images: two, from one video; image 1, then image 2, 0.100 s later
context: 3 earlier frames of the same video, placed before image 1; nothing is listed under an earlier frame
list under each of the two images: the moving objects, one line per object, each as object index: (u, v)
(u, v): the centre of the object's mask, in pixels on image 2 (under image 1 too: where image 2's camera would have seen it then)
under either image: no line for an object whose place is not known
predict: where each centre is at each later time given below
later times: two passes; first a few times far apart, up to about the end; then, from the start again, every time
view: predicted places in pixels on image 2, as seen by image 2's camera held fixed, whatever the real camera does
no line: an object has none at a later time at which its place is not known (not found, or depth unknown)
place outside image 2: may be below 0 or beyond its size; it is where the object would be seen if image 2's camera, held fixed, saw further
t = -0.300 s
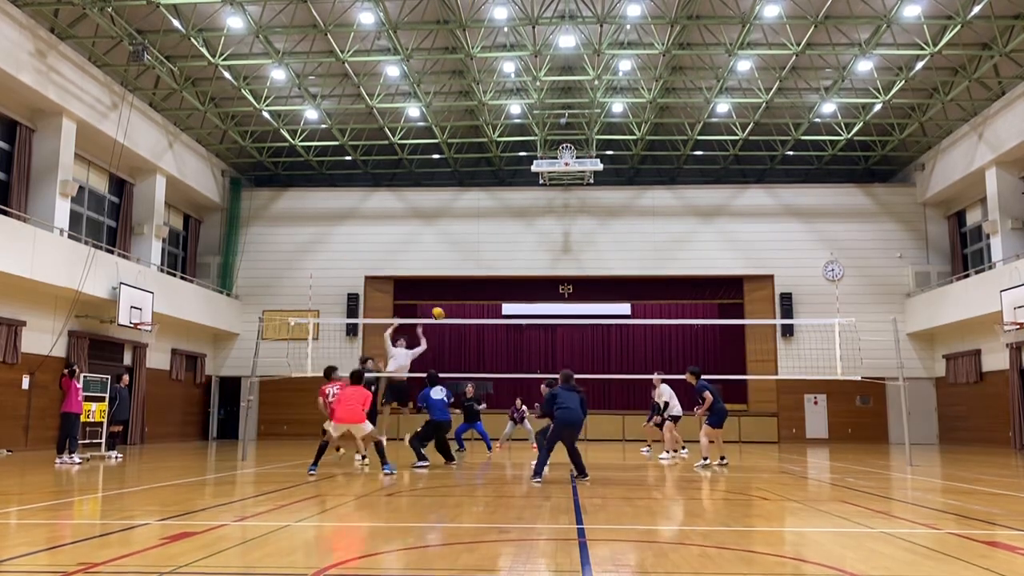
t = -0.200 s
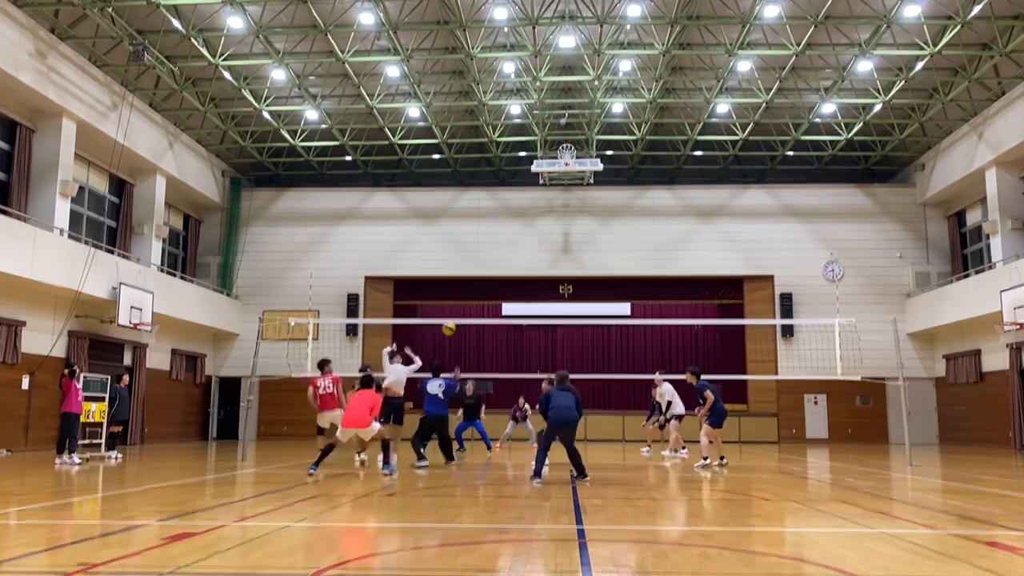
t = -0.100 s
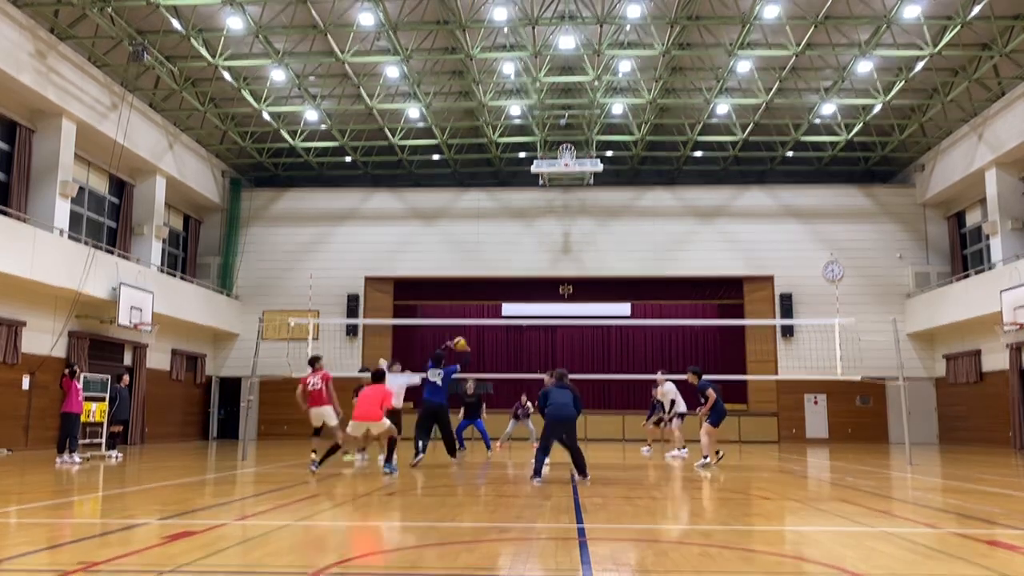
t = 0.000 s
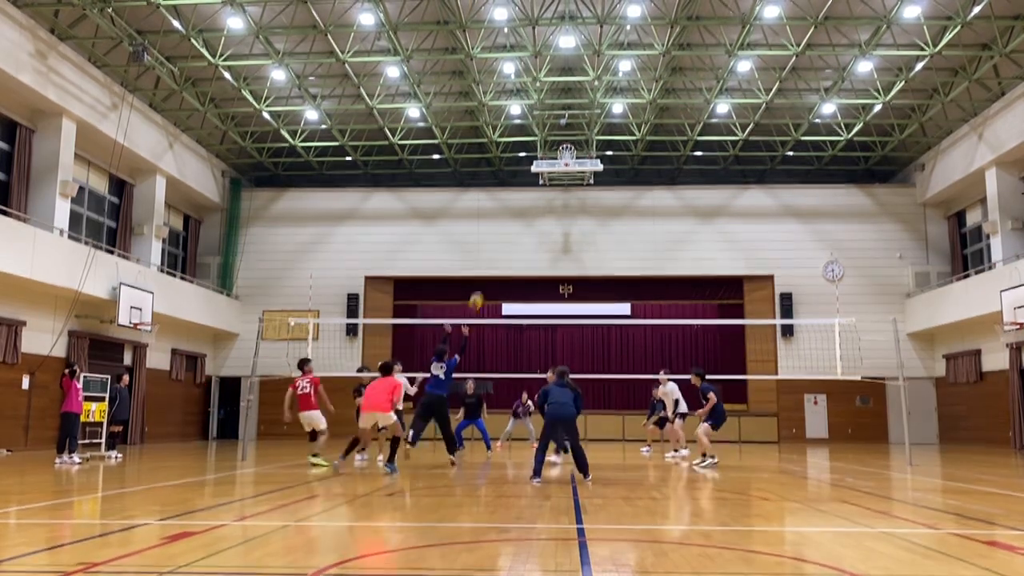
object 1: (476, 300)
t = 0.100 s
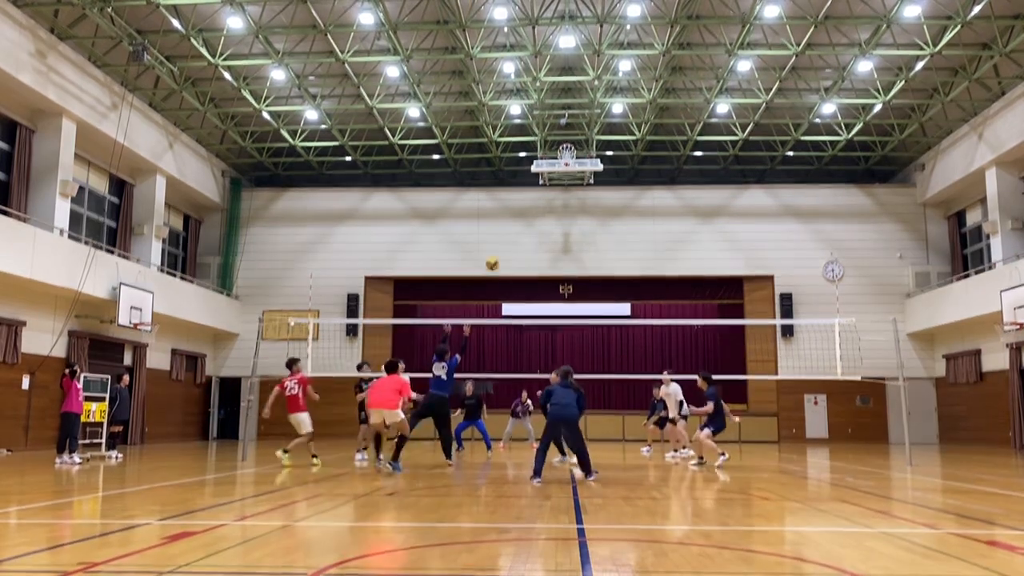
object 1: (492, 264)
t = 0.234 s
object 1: (512, 224)
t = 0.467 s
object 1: (549, 182)
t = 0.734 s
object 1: (587, 178)
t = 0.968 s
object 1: (619, 204)
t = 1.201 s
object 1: (652, 262)
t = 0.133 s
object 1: (497, 253)
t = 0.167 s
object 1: (502, 243)
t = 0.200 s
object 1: (507, 235)
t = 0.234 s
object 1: (512, 224)
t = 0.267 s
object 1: (518, 217)
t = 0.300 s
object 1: (523, 210)
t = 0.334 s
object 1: (527, 204)
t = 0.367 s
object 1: (532, 198)
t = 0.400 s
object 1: (537, 192)
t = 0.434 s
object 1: (543, 187)
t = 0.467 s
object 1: (549, 182)
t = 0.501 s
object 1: (552, 180)
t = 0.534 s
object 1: (556, 178)
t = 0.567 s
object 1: (563, 177)
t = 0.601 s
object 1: (568, 175)
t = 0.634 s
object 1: (571, 175)
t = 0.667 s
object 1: (576, 175)
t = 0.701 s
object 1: (582, 176)
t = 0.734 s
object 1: (587, 178)
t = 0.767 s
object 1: (592, 179)
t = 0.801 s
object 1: (596, 180)
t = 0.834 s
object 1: (601, 184)
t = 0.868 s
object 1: (605, 187)
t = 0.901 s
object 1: (610, 192)
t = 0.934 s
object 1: (615, 198)
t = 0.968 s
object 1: (619, 204)
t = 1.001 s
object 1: (624, 209)
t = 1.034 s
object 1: (628, 216)
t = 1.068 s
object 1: (633, 224)
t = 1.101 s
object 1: (638, 233)
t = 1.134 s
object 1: (642, 242)
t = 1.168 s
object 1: (647, 251)
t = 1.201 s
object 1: (652, 262)
